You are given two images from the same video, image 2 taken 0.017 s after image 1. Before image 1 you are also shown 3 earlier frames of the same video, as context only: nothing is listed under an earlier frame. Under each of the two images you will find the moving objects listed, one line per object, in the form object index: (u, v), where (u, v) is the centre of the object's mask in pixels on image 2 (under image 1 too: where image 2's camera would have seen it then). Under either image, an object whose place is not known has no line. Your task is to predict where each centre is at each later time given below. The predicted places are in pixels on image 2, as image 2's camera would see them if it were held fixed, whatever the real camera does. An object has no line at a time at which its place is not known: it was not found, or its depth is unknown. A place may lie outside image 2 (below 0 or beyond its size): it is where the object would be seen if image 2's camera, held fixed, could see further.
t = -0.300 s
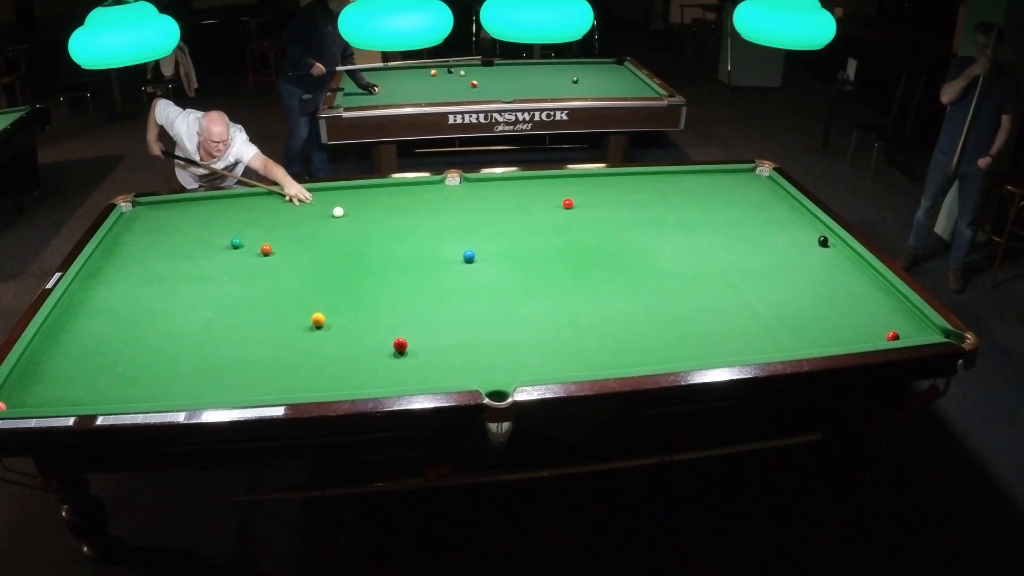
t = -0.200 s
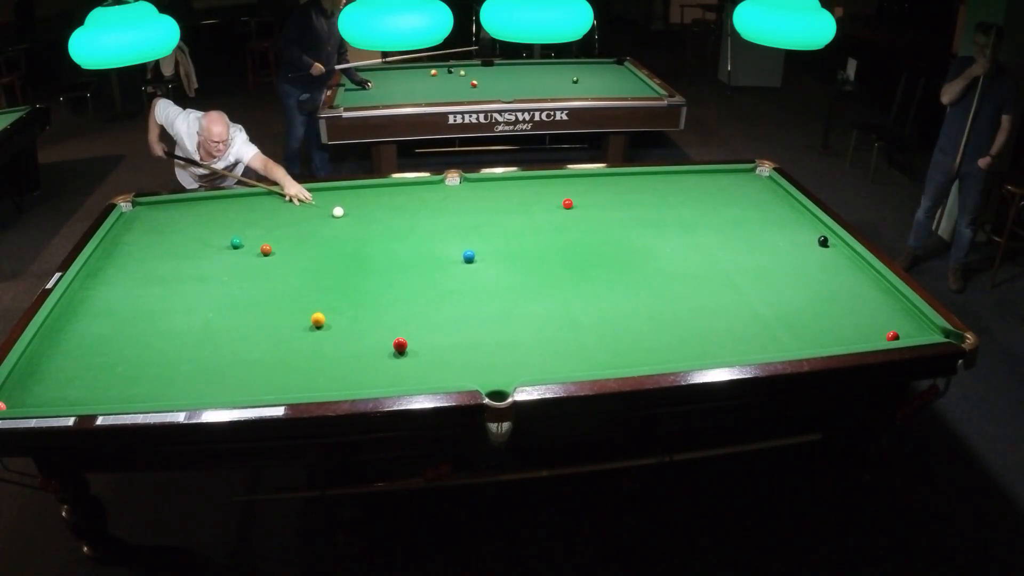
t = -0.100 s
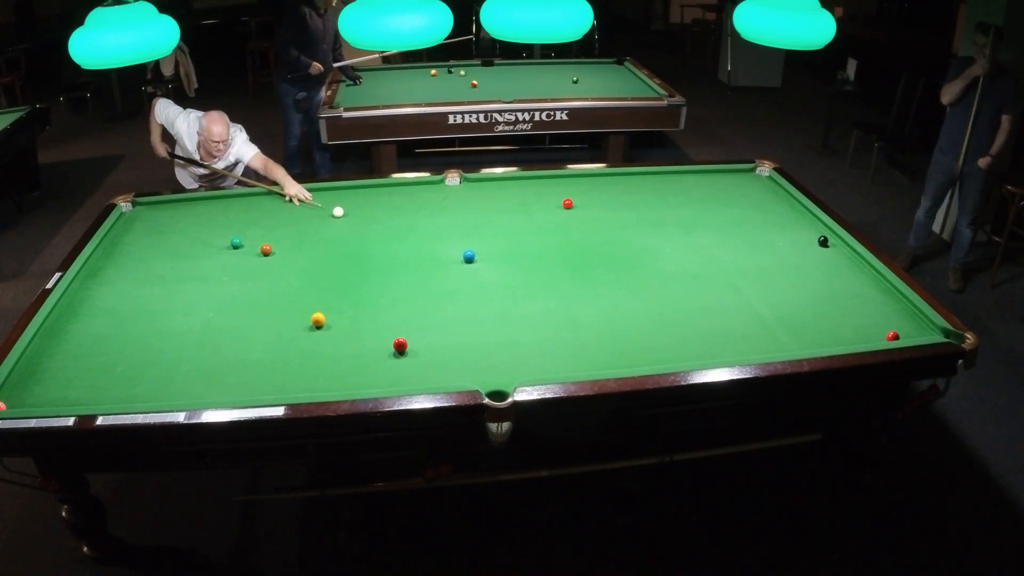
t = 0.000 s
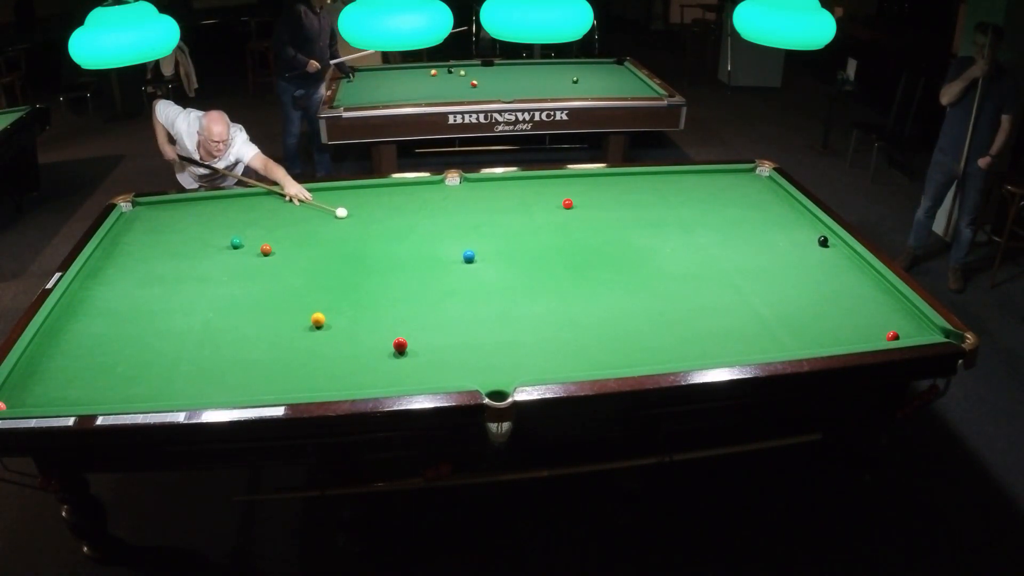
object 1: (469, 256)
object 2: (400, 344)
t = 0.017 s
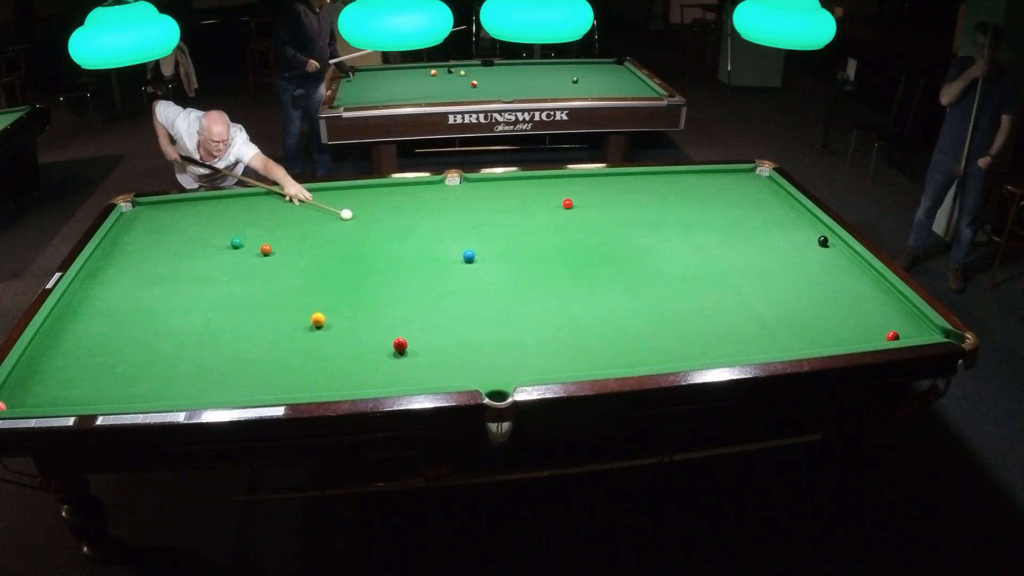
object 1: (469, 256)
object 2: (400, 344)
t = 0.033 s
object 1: (469, 256)
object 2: (400, 344)
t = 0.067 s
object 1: (469, 256)
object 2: (400, 344)
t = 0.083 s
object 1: (469, 256)
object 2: (400, 344)
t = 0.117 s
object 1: (469, 256)
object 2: (400, 344)
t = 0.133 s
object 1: (469, 256)
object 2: (400, 344)
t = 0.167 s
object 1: (469, 256)
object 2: (400, 344)
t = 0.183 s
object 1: (469, 256)
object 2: (400, 344)
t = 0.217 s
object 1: (469, 256)
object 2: (400, 344)
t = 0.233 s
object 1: (469, 256)
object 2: (400, 344)
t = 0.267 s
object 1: (469, 256)
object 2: (400, 344)
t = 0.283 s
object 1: (469, 256)
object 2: (400, 344)
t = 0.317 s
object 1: (469, 256)
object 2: (400, 344)
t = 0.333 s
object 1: (469, 256)
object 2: (400, 344)
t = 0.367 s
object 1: (469, 256)
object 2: (400, 344)
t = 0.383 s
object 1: (469, 256)
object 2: (400, 344)
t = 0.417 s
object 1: (469, 256)
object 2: (400, 344)
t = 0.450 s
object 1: (469, 256)
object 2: (400, 344)
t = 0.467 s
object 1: (469, 258)
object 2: (400, 344)
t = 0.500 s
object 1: (470, 260)
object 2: (400, 344)
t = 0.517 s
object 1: (471, 262)
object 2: (400, 344)
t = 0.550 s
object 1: (472, 265)
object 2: (400, 344)
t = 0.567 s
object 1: (472, 266)
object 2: (400, 344)
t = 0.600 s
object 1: (473, 268)
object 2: (400, 344)
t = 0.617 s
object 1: (474, 270)
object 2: (400, 344)
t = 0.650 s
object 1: (475, 273)
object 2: (400, 344)
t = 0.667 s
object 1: (475, 274)
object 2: (400, 344)
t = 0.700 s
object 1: (476, 276)
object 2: (400, 344)
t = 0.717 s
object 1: (476, 278)
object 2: (400, 344)
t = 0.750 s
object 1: (478, 280)
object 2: (400, 344)
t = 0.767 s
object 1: (478, 282)
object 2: (400, 344)
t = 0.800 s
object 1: (479, 284)
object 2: (400, 344)
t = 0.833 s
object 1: (480, 287)
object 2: (400, 344)
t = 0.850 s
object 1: (480, 288)
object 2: (400, 344)
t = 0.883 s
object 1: (481, 291)
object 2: (400, 344)
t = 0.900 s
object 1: (482, 293)
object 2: (400, 344)
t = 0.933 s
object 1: (483, 295)
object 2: (400, 344)
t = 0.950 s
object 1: (483, 297)
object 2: (400, 344)
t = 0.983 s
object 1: (484, 300)
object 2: (400, 344)
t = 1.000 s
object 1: (485, 301)
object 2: (400, 344)
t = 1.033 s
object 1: (486, 304)
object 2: (400, 344)
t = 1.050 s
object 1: (486, 305)
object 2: (400, 344)
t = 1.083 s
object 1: (487, 308)
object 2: (400, 344)
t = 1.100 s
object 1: (488, 310)
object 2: (400, 344)
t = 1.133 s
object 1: (489, 312)
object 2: (400, 344)
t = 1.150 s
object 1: (490, 314)
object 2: (400, 344)
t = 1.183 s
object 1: (491, 317)
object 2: (400, 344)
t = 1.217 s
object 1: (492, 320)
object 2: (400, 344)
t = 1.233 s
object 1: (492, 321)
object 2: (400, 344)
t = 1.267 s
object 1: (493, 324)
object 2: (400, 344)
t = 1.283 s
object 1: (494, 326)
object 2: (400, 344)
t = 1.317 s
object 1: (495, 329)
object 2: (400, 344)
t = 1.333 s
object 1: (496, 330)
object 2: (400, 344)
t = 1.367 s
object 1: (497, 333)
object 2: (400, 344)
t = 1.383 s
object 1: (497, 335)
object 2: (400, 344)
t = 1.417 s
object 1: (498, 338)
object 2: (400, 344)
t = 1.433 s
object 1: (499, 339)
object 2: (400, 344)
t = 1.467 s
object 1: (500, 342)
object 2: (400, 344)
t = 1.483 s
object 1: (501, 344)
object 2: (400, 344)
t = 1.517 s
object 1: (502, 347)
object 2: (400, 344)
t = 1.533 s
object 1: (503, 348)
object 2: (400, 344)
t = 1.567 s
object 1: (504, 352)
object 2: (400, 344)
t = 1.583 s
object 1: (504, 353)
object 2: (400, 344)
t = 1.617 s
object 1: (506, 356)
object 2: (400, 344)
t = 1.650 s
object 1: (507, 359)
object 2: (400, 344)
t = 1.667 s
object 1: (507, 361)
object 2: (400, 344)
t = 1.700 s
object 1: (509, 364)
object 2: (400, 344)
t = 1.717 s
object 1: (509, 366)
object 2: (400, 344)
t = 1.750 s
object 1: (510, 369)
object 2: (400, 344)
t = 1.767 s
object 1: (511, 370)
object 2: (400, 344)
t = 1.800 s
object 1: (512, 374)
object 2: (400, 344)
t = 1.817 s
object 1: (513, 375)
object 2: (400, 344)
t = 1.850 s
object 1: (513, 377)
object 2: (400, 344)
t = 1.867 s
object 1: (513, 378)
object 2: (400, 344)
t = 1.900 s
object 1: (510, 378)
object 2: (400, 344)
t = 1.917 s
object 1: (509, 378)
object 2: (400, 344)
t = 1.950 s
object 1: (505, 377)
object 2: (400, 344)
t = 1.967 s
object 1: (504, 376)
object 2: (400, 344)
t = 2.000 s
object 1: (501, 375)
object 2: (400, 344)
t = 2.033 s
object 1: (497, 374)
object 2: (400, 344)
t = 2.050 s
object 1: (496, 374)
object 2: (400, 344)
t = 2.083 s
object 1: (493, 373)
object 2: (400, 344)
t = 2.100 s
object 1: (491, 373)
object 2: (400, 344)
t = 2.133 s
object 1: (488, 372)
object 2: (400, 344)
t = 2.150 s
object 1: (487, 372)
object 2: (400, 344)
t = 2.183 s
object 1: (484, 371)
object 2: (400, 344)
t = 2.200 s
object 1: (482, 370)
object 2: (400, 344)
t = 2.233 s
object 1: (480, 369)
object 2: (400, 344)
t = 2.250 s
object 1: (478, 369)
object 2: (400, 344)
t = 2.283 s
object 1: (475, 368)
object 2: (400, 344)
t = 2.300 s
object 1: (474, 368)
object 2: (400, 344)
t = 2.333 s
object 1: (471, 367)
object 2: (400, 344)
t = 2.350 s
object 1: (470, 367)
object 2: (400, 344)
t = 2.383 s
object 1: (467, 366)
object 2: (400, 344)
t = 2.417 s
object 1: (464, 365)
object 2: (400, 344)
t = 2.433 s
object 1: (463, 365)
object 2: (400, 344)
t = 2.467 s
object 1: (460, 364)
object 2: (400, 344)
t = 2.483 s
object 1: (459, 364)
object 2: (400, 344)
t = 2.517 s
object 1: (457, 363)
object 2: (400, 344)
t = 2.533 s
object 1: (455, 363)
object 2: (400, 344)
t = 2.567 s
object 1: (453, 362)
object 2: (400, 344)
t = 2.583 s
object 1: (452, 362)
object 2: (400, 344)
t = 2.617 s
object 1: (449, 361)
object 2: (400, 344)
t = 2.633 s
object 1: (448, 360)
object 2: (400, 344)
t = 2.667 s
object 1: (446, 360)
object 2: (400, 344)
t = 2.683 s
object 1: (445, 359)
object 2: (400, 344)
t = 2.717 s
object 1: (442, 359)
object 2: (400, 344)
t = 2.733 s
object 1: (441, 358)
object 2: (400, 344)
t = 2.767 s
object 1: (439, 358)
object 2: (400, 344)
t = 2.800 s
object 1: (437, 357)
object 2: (400, 344)
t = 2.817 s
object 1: (436, 357)
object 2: (400, 344)
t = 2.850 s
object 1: (433, 356)
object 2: (400, 344)
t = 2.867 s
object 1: (432, 356)
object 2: (400, 344)
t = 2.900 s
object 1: (430, 355)
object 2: (400, 344)
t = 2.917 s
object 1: (429, 355)
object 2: (400, 344)
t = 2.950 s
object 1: (427, 354)
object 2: (400, 344)
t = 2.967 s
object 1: (426, 354)
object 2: (400, 344)
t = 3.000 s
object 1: (424, 354)
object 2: (400, 344)
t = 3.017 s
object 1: (423, 353)
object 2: (400, 344)
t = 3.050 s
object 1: (421, 353)
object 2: (400, 344)
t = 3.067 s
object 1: (421, 352)
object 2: (400, 344)
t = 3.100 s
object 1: (419, 352)
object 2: (400, 344)
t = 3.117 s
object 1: (418, 352)
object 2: (400, 344)
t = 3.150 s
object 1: (416, 351)
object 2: (400, 344)
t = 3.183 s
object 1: (414, 351)
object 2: (400, 344)
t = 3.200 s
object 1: (413, 351)
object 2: (400, 344)
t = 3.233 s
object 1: (412, 350)
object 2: (399, 344)
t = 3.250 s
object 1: (412, 350)
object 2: (399, 344)
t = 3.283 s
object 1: (411, 350)
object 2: (398, 344)
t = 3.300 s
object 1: (411, 350)
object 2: (398, 343)
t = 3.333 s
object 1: (410, 350)
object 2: (397, 343)
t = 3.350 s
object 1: (410, 350)
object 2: (396, 343)
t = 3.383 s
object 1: (410, 350)
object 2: (395, 343)
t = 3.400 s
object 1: (410, 350)
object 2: (395, 342)
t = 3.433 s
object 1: (409, 350)
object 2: (394, 342)
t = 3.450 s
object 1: (409, 349)
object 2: (394, 342)
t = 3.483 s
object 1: (409, 349)
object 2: (393, 342)
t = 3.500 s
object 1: (409, 349)
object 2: (393, 341)
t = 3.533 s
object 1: (409, 349)
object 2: (392, 341)
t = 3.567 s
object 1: (409, 349)
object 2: (391, 341)
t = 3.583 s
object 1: (408, 350)
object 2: (391, 341)
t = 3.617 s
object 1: (408, 349)
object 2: (390, 341)
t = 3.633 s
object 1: (408, 349)
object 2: (390, 340)
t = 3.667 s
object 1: (408, 349)
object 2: (389, 340)
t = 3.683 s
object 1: (408, 349)
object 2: (389, 340)
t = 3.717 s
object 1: (408, 349)
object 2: (389, 340)
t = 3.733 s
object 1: (408, 349)
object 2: (388, 340)
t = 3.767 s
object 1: (408, 349)
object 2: (388, 340)
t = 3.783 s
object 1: (408, 349)
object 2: (387, 340)
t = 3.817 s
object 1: (408, 349)
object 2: (387, 339)
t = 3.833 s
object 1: (408, 349)
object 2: (387, 339)
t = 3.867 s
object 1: (408, 349)
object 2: (386, 339)
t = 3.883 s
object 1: (408, 349)
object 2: (386, 339)
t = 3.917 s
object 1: (408, 349)
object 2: (386, 339)
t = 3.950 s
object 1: (408, 349)
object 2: (385, 339)
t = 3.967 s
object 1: (408, 349)
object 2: (385, 339)
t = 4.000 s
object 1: (408, 349)
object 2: (385, 339)
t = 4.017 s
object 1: (408, 349)
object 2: (384, 339)
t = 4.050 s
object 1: (408, 349)
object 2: (384, 338)
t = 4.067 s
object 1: (408, 349)
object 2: (384, 339)
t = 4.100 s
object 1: (408, 349)
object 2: (384, 339)
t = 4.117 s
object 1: (408, 349)
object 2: (384, 339)
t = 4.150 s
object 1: (408, 349)
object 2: (383, 338)
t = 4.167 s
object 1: (408, 349)
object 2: (383, 338)
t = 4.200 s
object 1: (408, 349)
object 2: (383, 338)
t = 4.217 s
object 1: (408, 349)
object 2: (383, 338)
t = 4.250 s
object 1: (408, 349)
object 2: (383, 338)
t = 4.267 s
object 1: (408, 349)
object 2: (383, 338)
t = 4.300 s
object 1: (408, 349)
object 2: (383, 338)
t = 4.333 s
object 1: (408, 349)
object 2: (383, 338)
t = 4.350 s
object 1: (408, 349)
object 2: (383, 338)
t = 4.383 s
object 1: (408, 349)
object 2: (383, 338)
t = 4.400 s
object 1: (408, 349)
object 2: (383, 338)
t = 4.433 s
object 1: (408, 349)
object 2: (382, 338)
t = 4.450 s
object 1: (408, 349)
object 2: (382, 338)
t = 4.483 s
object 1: (408, 349)
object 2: (382, 338)
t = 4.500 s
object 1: (408, 349)
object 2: (382, 338)
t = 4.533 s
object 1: (408, 349)
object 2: (382, 338)
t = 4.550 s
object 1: (408, 349)
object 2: (382, 338)
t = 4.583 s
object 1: (408, 349)
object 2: (382, 338)
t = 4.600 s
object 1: (408, 349)
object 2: (383, 338)
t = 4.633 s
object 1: (408, 349)
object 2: (383, 338)
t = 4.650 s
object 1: (408, 349)
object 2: (383, 338)
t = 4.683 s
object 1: (408, 349)
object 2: (383, 338)
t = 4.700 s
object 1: (408, 349)
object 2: (383, 338)
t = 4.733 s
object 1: (408, 349)
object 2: (383, 338)
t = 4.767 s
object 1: (408, 349)
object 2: (383, 338)
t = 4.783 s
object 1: (408, 349)
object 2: (383, 338)
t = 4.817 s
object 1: (408, 349)
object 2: (383, 338)
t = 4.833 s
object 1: (408, 349)
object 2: (383, 338)
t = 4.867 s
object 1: (408, 349)
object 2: (383, 338)
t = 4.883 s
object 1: (408, 349)
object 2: (383, 338)
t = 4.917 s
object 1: (408, 349)
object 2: (383, 338)
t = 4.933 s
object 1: (408, 349)
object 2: (383, 338)
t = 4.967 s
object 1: (408, 349)
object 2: (383, 338)
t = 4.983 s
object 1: (408, 349)
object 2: (383, 338)
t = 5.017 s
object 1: (408, 349)
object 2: (383, 338)
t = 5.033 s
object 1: (408, 349)
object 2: (383, 338)
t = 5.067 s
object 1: (408, 349)
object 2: (383, 338)
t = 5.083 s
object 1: (408, 349)
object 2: (383, 338)
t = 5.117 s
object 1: (408, 349)
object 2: (383, 338)
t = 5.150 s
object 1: (408, 349)
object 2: (382, 338)
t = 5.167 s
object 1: (408, 349)
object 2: (382, 338)
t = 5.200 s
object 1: (408, 349)
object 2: (383, 338)
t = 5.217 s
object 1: (408, 349)
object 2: (382, 338)
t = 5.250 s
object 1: (408, 349)
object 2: (383, 338)
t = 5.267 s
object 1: (408, 349)
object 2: (383, 338)
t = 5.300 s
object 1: (408, 349)
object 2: (383, 338)
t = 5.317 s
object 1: (408, 349)
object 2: (383, 338)
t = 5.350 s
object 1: (408, 349)
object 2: (383, 338)
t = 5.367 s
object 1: (408, 349)
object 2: (383, 338)
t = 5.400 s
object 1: (408, 349)
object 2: (383, 338)
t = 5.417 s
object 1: (408, 349)
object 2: (383, 338)
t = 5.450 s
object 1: (408, 349)
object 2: (383, 338)
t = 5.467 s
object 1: (408, 349)
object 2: (383, 338)
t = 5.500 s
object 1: (408, 349)
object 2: (383, 338)
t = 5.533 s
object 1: (408, 349)
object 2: (383, 338)
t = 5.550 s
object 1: (408, 349)
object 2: (383, 338)
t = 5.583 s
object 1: (408, 349)
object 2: (383, 338)
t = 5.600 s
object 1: (408, 349)
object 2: (383, 338)
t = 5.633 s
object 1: (408, 349)
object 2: (382, 338)
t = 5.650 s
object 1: (408, 349)
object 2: (382, 338)
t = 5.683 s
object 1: (408, 349)
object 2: (382, 338)
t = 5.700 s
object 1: (408, 349)
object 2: (383, 338)
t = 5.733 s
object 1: (408, 349)
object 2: (383, 338)
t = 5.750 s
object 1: (408, 349)
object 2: (383, 338)
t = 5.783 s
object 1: (408, 349)
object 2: (383, 338)
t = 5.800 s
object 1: (408, 349)
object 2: (383, 338)
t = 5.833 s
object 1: (408, 349)
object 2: (383, 338)
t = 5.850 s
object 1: (408, 349)
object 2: (383, 338)
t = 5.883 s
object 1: (408, 349)
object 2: (383, 338)
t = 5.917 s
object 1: (408, 349)
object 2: (383, 338)
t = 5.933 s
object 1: (408, 349)
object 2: (383, 338)
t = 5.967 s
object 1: (408, 349)
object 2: (383, 338)
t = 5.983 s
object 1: (408, 349)
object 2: (383, 338)
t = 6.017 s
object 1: (407, 350)
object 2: (383, 338)
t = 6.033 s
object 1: (406, 350)
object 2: (383, 338)
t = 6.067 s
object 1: (406, 351)
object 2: (383, 338)
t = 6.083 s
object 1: (405, 351)
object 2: (383, 338)
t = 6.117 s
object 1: (405, 352)
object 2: (383, 338)
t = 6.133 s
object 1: (404, 352)
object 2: (383, 338)
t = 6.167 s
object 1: (403, 353)
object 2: (383, 338)
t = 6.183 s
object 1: (403, 353)
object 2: (383, 338)
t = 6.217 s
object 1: (402, 353)
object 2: (383, 338)
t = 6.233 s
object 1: (402, 354)
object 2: (383, 338)
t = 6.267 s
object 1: (402, 354)
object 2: (383, 338)
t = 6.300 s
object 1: (401, 355)
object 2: (383, 338)
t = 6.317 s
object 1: (401, 355)
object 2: (382, 338)
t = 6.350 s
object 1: (400, 356)
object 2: (381, 338)
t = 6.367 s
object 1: (400, 356)
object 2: (381, 338)
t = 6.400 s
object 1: (399, 356)
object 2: (380, 338)
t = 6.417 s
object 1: (399, 357)
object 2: (379, 338)
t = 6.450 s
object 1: (399, 357)
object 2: (378, 338)
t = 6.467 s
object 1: (398, 357)
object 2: (378, 338)
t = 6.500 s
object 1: (398, 357)
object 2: (377, 338)
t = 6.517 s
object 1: (398, 358)
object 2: (377, 338)
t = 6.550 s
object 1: (397, 358)
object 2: (376, 338)
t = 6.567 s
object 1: (397, 359)
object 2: (376, 338)
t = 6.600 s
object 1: (397, 359)
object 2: (375, 338)
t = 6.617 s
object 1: (396, 359)
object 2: (374, 338)
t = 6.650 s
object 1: (396, 359)
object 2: (374, 337)
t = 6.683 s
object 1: (396, 360)
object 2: (373, 338)
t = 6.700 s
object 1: (395, 360)
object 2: (373, 337)
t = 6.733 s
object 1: (395, 360)
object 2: (372, 337)
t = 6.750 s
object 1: (395, 360)
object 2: (372, 337)
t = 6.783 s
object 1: (395, 361)
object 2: (371, 337)
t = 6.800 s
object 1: (395, 361)
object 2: (371, 337)
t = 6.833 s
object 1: (395, 361)
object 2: (371, 337)
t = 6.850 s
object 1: (394, 361)
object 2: (370, 337)
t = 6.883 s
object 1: (394, 361)
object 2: (370, 337)
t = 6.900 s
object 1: (394, 361)
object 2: (370, 337)
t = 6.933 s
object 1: (394, 362)
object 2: (369, 337)
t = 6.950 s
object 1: (394, 362)
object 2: (369, 337)
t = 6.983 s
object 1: (394, 362)
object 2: (369, 337)
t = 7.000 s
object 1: (394, 362)
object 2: (368, 337)
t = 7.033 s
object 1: (393, 362)
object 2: (368, 337)
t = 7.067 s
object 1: (393, 362)
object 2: (368, 337)
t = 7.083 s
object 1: (393, 362)
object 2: (368, 337)
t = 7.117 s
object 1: (393, 362)
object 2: (367, 337)
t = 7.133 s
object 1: (393, 362)
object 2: (367, 337)
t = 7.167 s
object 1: (393, 362)
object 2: (367, 337)
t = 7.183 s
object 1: (393, 363)
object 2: (367, 337)
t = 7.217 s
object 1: (393, 363)
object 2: (367, 337)
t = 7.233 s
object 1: (393, 363)
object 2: (367, 337)
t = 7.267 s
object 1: (393, 363)
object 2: (367, 337)
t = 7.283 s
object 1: (393, 363)
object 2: (367, 337)
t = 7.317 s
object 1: (393, 363)
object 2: (367, 337)
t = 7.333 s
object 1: (393, 363)
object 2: (367, 337)
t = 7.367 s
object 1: (393, 363)
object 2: (367, 337)
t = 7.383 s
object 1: (393, 362)
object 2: (367, 337)
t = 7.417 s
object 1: (393, 363)
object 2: (367, 337)
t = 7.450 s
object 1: (393, 363)
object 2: (367, 337)
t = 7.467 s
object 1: (393, 363)
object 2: (367, 337)
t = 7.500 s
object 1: (393, 363)
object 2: (367, 337)
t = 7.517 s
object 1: (393, 363)
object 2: (367, 337)
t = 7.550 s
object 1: (393, 363)
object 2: (367, 337)
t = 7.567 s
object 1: (393, 363)
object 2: (367, 337)
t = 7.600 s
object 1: (393, 363)
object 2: (367, 337)
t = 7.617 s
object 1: (393, 363)
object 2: (367, 337)
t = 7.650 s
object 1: (393, 363)
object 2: (367, 337)
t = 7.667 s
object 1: (393, 363)
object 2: (367, 337)
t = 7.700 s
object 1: (393, 363)
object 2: (367, 337)
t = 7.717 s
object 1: (393, 363)
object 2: (367, 337)
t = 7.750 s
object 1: (393, 363)
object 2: (367, 337)
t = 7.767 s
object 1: (393, 363)
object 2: (367, 337)
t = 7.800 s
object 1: (393, 363)
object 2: (367, 337)
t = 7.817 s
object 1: (393, 363)
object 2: (367, 337)
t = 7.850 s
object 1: (393, 363)
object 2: (367, 337)
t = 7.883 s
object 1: (393, 363)
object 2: (367, 337)
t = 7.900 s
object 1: (393, 362)
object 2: (367, 337)
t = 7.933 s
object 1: (393, 362)
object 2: (367, 337)
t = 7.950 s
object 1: (393, 362)
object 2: (367, 337)
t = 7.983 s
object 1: (393, 362)
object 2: (367, 337)
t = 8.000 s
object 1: (393, 363)
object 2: (367, 337)
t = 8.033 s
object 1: (393, 362)
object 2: (367, 337)
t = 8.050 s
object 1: (393, 362)
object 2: (367, 337)
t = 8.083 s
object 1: (393, 363)
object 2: (367, 337)
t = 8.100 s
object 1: (393, 362)
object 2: (367, 337)
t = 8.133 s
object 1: (393, 363)
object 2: (367, 337)
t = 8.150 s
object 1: (393, 362)
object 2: (367, 337)
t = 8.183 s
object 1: (393, 363)
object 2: (367, 337)
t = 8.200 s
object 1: (393, 362)
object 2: (367, 337)
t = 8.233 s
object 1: (393, 363)
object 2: (367, 337)
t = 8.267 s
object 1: (393, 363)
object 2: (367, 337)
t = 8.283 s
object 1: (393, 363)
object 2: (367, 337)
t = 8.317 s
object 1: (393, 363)
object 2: (367, 337)
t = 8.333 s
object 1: (393, 363)
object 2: (367, 337)
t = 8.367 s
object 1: (393, 362)
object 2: (367, 337)
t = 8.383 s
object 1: (393, 362)
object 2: (367, 337)
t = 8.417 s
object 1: (393, 362)
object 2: (367, 337)
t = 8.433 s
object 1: (393, 362)
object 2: (367, 337)
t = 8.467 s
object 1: (393, 362)
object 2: (367, 337)
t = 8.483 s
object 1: (393, 362)
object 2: (367, 337)
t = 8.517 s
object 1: (393, 362)
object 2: (367, 337)
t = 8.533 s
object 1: (393, 362)
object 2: (367, 337)
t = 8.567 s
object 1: (393, 362)
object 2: (367, 337)
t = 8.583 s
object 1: (393, 363)
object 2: (367, 337)
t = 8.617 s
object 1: (393, 363)
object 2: (367, 337)
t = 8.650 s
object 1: (393, 363)
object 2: (367, 337)
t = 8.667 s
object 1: (393, 362)
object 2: (367, 337)
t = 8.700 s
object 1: (393, 362)
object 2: (367, 337)
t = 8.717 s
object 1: (393, 363)
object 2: (367, 337)
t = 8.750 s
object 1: (393, 362)
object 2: (367, 337)
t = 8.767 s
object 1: (393, 362)
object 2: (367, 337)
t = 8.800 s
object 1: (393, 362)
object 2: (367, 337)
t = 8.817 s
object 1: (393, 362)
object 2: (367, 337)
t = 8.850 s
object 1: (393, 362)
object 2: (367, 337)
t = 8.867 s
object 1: (393, 362)
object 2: (367, 337)
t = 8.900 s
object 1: (393, 362)
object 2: (367, 337)
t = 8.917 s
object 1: (393, 362)
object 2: (367, 337)
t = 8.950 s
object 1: (393, 362)
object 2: (367, 337)
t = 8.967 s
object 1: (393, 363)
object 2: (367, 337)
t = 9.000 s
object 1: (393, 363)
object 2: (367, 337)
